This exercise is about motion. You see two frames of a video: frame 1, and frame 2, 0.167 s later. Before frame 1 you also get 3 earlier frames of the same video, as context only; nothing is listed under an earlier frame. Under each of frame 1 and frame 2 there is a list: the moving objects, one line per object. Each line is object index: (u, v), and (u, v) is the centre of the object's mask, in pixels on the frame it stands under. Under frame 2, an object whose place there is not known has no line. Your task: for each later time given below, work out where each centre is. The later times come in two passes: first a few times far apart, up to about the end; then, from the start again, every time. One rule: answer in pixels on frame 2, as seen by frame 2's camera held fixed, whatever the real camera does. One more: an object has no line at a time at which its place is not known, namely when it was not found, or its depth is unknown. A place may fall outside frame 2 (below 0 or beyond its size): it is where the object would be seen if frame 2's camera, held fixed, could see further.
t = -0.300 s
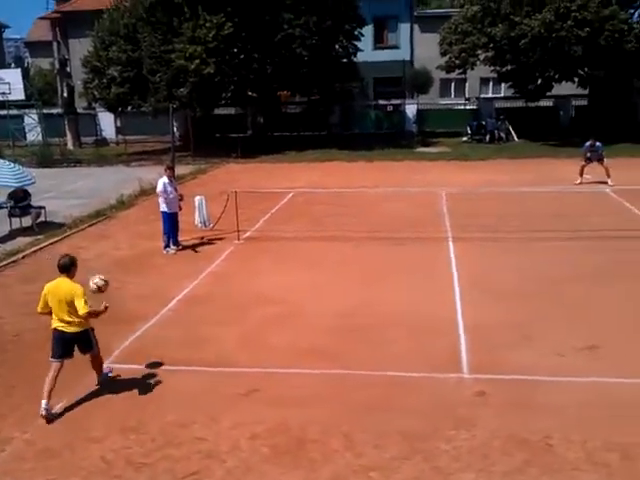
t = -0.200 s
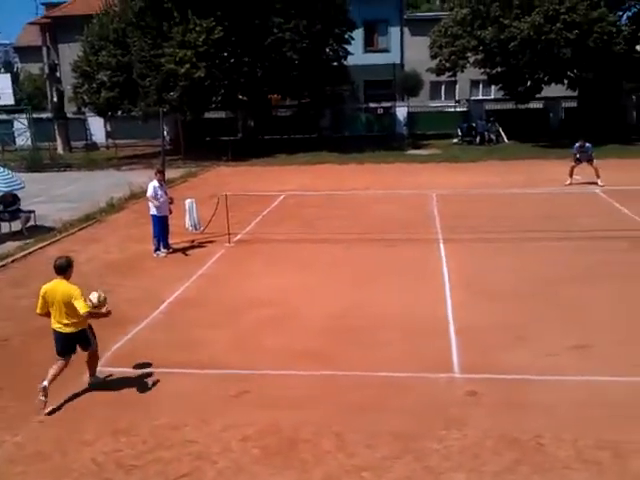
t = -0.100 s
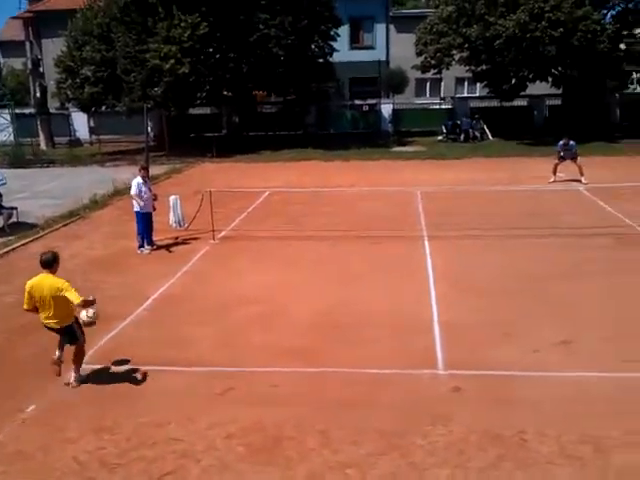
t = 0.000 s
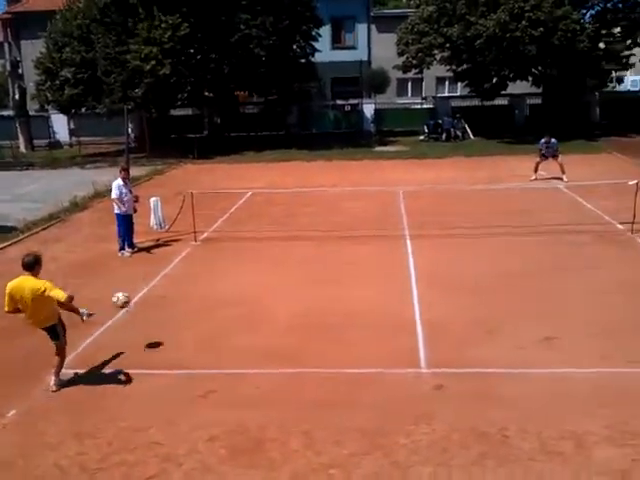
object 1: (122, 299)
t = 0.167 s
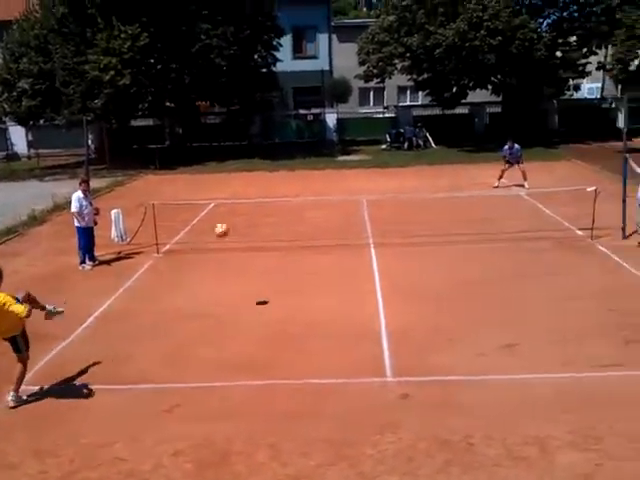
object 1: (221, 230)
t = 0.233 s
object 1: (265, 209)
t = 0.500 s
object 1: (397, 176)
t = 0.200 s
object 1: (244, 219)
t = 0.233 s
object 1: (265, 209)
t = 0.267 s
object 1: (286, 202)
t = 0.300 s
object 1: (304, 195)
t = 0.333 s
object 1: (322, 189)
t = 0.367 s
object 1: (338, 185)
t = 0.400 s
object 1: (354, 182)
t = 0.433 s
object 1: (369, 179)
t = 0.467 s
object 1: (384, 177)
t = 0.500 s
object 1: (397, 176)
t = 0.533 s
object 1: (410, 176)
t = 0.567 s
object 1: (422, 177)
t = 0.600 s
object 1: (433, 178)
